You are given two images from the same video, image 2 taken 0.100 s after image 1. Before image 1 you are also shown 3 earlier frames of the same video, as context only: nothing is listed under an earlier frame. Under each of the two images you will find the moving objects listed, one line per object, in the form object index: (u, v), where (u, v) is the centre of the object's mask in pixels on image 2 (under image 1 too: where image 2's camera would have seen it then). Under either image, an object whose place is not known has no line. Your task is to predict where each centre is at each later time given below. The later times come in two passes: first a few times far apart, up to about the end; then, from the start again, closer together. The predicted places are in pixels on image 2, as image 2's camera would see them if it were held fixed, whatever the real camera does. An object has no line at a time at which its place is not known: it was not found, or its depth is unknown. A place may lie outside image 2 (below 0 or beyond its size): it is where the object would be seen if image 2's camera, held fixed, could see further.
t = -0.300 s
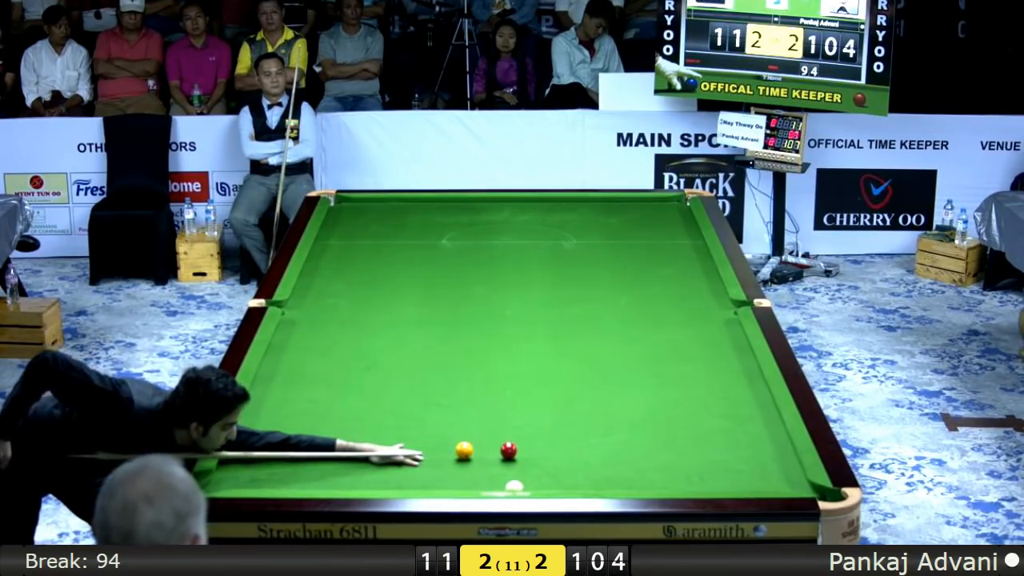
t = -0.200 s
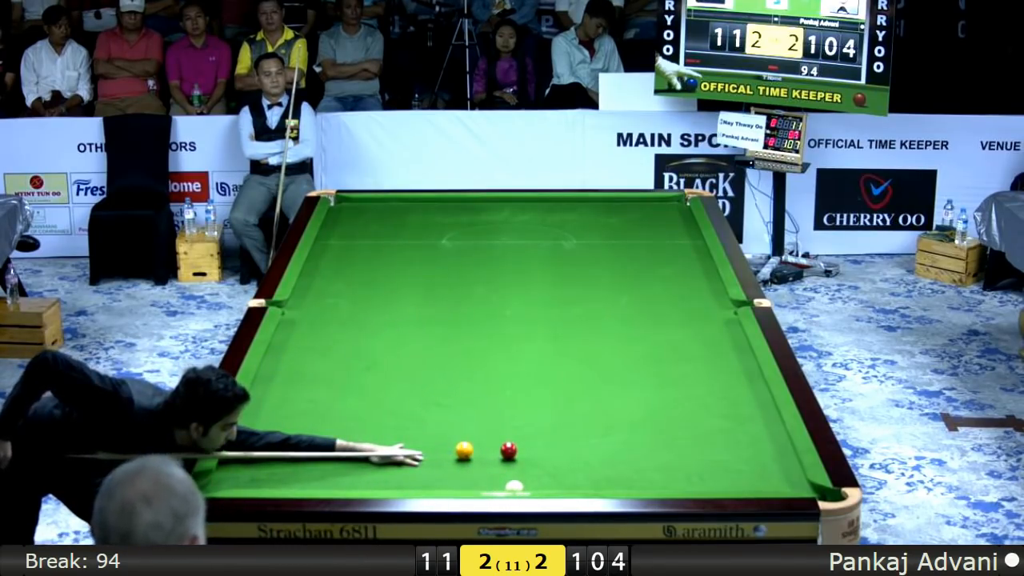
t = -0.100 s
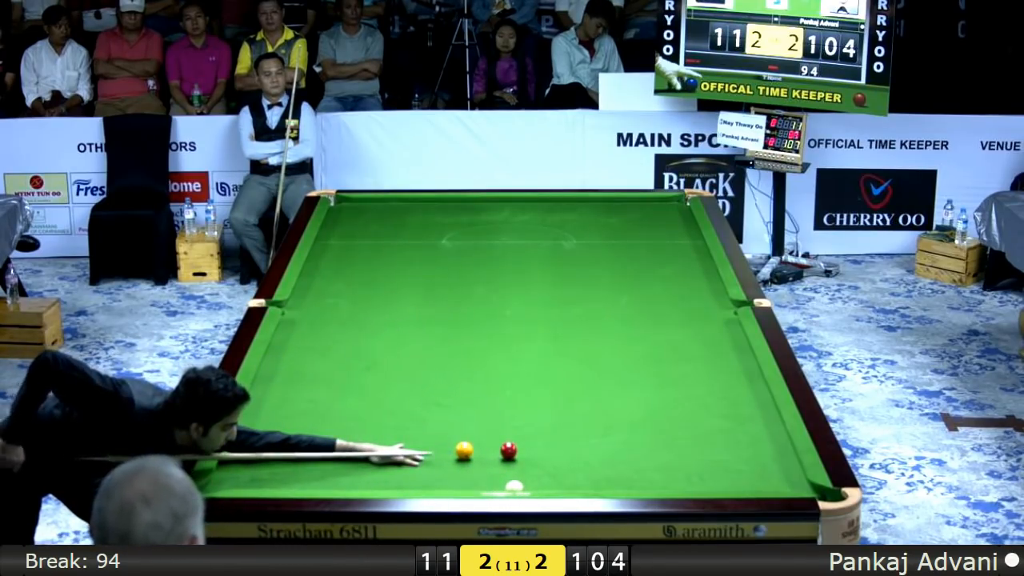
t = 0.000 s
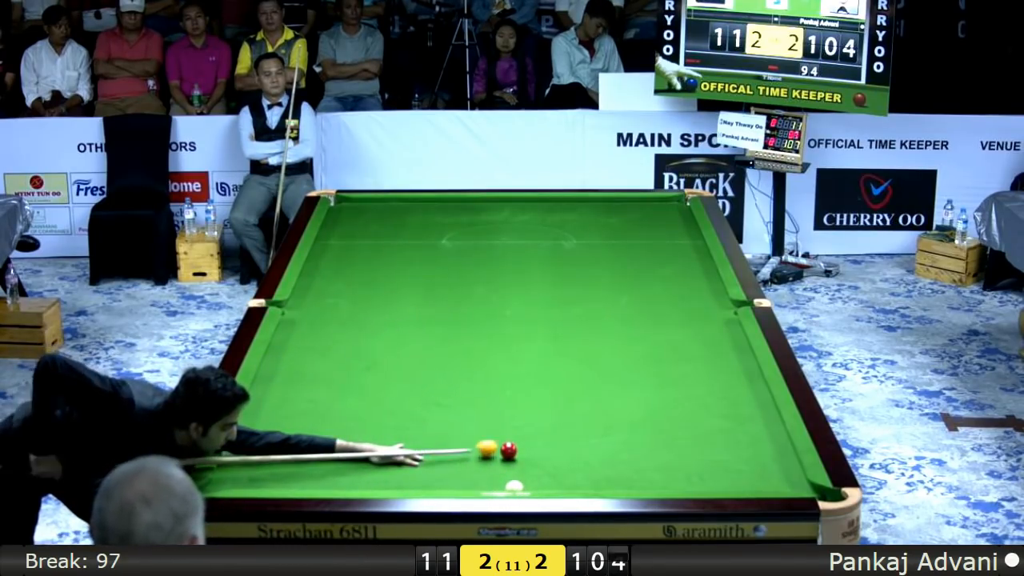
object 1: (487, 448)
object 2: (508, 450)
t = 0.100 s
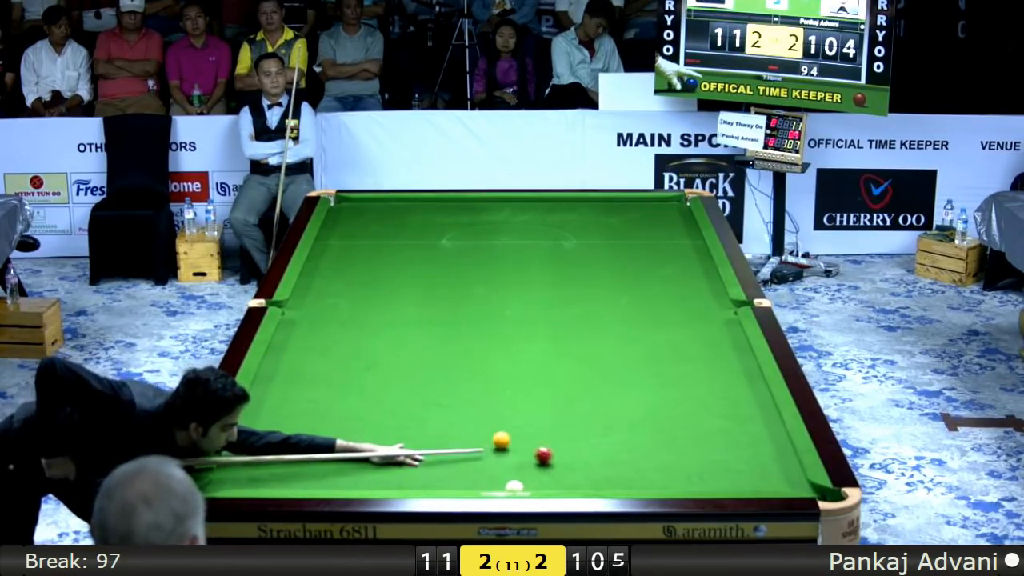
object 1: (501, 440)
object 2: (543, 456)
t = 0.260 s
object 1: (510, 429)
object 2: (596, 463)
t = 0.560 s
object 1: (524, 412)
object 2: (691, 476)
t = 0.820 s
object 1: (536, 398)
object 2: (774, 484)
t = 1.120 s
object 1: (548, 384)
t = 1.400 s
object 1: (558, 372)
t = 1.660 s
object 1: (567, 362)
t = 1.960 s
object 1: (576, 351)
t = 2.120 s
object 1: (582, 346)
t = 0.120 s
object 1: (502, 439)
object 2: (550, 457)
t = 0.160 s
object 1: (505, 436)
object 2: (564, 459)
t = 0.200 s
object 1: (507, 433)
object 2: (576, 460)
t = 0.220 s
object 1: (508, 432)
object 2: (583, 461)
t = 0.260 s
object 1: (510, 429)
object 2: (596, 463)
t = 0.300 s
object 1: (512, 427)
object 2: (608, 465)
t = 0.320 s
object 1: (513, 426)
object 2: (615, 466)
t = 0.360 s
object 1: (515, 424)
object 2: (627, 468)
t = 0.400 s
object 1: (517, 421)
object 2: (640, 469)
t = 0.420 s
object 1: (518, 420)
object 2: (647, 470)
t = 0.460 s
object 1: (520, 418)
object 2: (659, 472)
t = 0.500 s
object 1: (521, 415)
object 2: (672, 473)
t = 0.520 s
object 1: (522, 414)
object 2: (679, 474)
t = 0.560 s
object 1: (524, 412)
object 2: (691, 476)
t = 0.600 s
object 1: (526, 410)
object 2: (704, 478)
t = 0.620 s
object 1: (527, 409)
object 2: (710, 478)
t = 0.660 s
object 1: (529, 407)
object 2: (723, 480)
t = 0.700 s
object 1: (530, 405)
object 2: (736, 481)
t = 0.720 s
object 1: (531, 403)
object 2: (743, 481)
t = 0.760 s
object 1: (533, 402)
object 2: (755, 483)
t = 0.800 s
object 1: (535, 400)
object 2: (768, 483)
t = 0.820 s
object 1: (536, 398)
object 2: (774, 484)
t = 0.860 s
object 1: (537, 396)
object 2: (787, 485)
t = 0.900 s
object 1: (539, 394)
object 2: (801, 487)
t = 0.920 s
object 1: (540, 394)
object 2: (807, 488)
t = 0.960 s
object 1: (541, 392)
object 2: (821, 494)
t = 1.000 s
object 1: (543, 390)
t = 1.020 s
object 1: (544, 389)
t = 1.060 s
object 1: (545, 387)
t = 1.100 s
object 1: (547, 385)
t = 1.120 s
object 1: (548, 384)
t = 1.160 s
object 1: (549, 382)
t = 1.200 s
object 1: (551, 380)
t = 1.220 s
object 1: (551, 379)
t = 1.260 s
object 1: (553, 378)
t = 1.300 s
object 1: (554, 376)
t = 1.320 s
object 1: (555, 375)
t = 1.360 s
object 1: (556, 374)
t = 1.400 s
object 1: (558, 372)
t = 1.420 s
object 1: (559, 371)
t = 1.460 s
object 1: (560, 369)
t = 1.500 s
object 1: (561, 368)
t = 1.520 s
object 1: (562, 367)
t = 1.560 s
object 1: (564, 365)
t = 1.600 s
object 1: (565, 364)
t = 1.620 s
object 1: (566, 363)
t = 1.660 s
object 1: (567, 362)
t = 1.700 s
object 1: (568, 360)
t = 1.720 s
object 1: (569, 359)
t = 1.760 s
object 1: (570, 358)
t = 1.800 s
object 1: (572, 357)
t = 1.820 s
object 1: (572, 356)
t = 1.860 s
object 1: (574, 354)
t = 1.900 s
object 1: (575, 353)
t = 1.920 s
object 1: (575, 353)
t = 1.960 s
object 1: (576, 351)
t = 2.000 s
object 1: (578, 350)
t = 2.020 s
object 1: (578, 349)
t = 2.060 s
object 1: (580, 348)
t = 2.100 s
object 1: (581, 347)
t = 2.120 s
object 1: (582, 346)
